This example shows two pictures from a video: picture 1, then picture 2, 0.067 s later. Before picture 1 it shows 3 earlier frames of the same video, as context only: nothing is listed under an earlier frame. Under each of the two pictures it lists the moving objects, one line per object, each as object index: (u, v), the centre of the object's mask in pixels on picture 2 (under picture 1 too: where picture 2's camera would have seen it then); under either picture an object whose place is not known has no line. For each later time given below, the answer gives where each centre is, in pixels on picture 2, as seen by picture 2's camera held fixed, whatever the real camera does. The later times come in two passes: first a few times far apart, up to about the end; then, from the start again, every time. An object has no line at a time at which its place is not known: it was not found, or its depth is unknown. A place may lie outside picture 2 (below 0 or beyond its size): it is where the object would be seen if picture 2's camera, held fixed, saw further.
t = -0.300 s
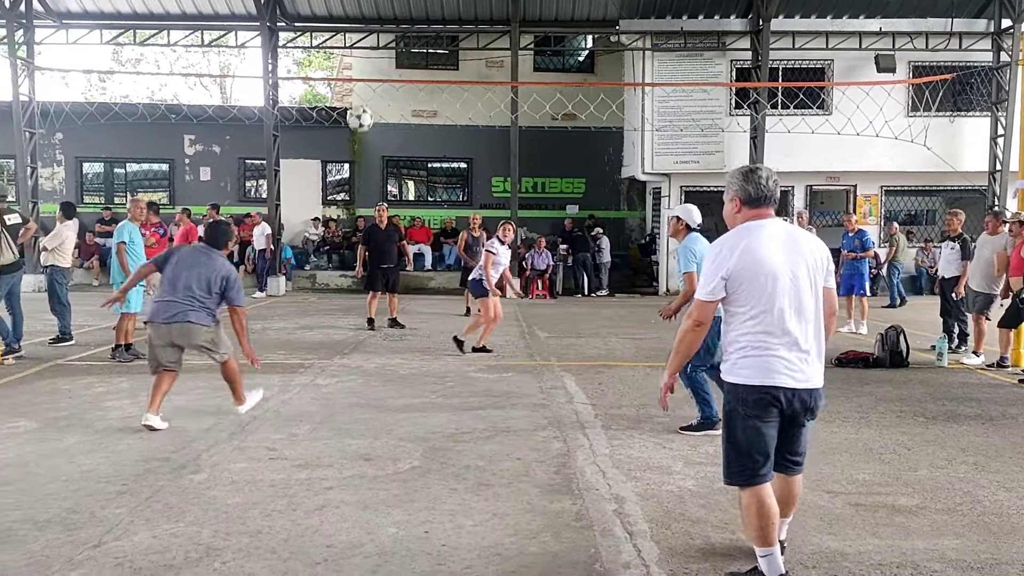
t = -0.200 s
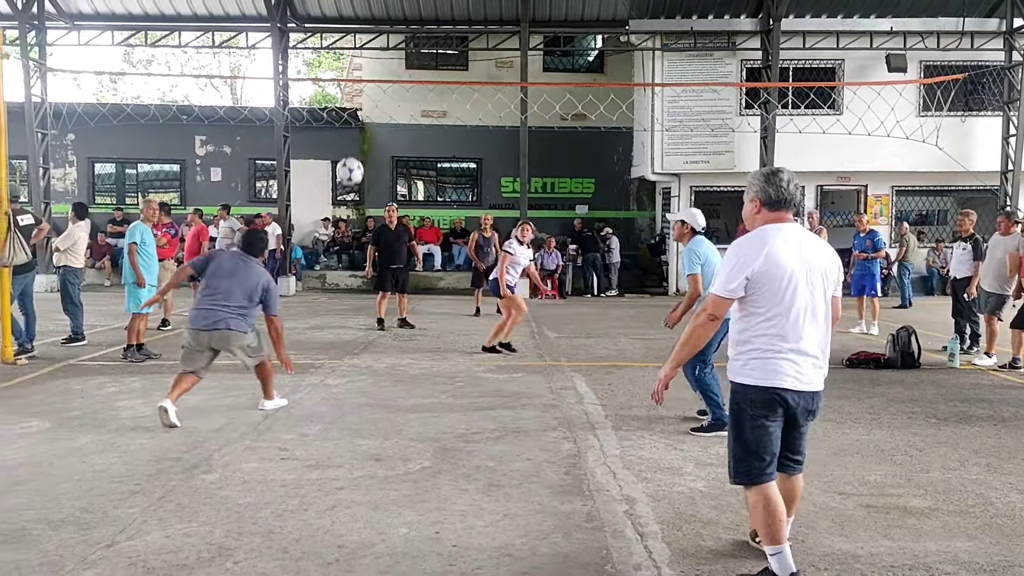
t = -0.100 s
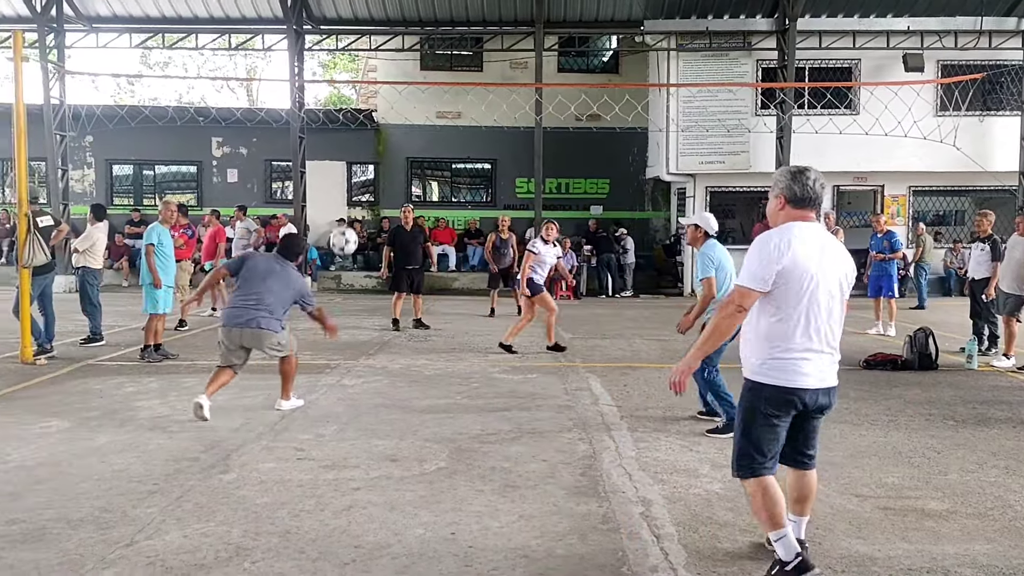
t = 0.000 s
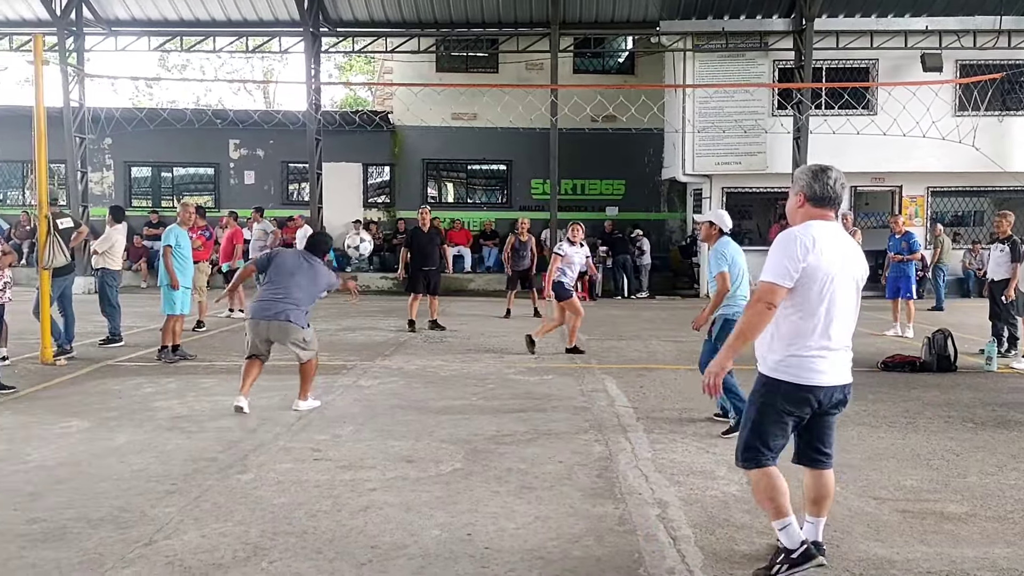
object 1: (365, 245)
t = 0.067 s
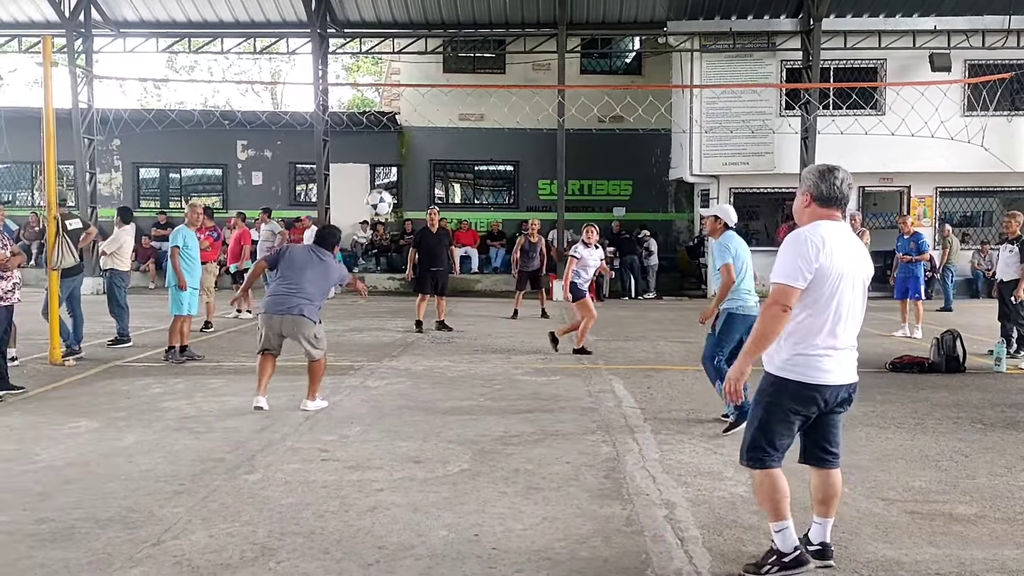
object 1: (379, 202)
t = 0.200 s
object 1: (404, 135)
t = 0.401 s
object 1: (446, 64)
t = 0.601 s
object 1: (490, 47)
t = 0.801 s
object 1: (540, 90)
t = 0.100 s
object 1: (384, 184)
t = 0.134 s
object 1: (391, 166)
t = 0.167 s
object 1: (397, 150)
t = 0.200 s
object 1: (404, 135)
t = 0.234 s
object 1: (411, 119)
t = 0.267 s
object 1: (418, 105)
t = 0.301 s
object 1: (424, 94)
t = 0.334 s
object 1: (432, 83)
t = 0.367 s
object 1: (439, 73)
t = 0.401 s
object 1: (446, 64)
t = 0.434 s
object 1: (452, 58)
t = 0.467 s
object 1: (460, 53)
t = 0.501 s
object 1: (467, 49)
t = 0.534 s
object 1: (475, 47)
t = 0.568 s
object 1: (483, 46)
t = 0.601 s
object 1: (490, 47)
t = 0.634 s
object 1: (498, 50)
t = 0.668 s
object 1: (506, 54)
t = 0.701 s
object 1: (515, 60)
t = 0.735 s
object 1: (523, 68)
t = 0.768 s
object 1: (531, 78)
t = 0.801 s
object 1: (540, 90)
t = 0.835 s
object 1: (548, 104)
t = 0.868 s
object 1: (557, 119)
